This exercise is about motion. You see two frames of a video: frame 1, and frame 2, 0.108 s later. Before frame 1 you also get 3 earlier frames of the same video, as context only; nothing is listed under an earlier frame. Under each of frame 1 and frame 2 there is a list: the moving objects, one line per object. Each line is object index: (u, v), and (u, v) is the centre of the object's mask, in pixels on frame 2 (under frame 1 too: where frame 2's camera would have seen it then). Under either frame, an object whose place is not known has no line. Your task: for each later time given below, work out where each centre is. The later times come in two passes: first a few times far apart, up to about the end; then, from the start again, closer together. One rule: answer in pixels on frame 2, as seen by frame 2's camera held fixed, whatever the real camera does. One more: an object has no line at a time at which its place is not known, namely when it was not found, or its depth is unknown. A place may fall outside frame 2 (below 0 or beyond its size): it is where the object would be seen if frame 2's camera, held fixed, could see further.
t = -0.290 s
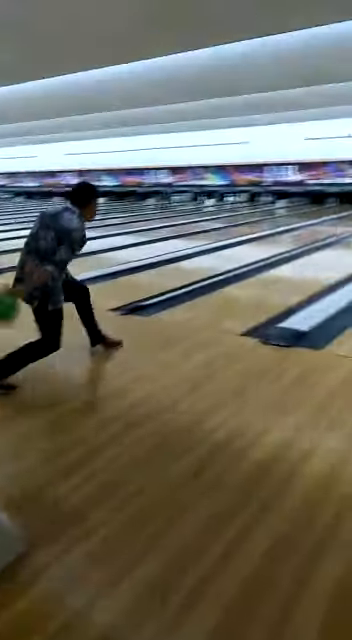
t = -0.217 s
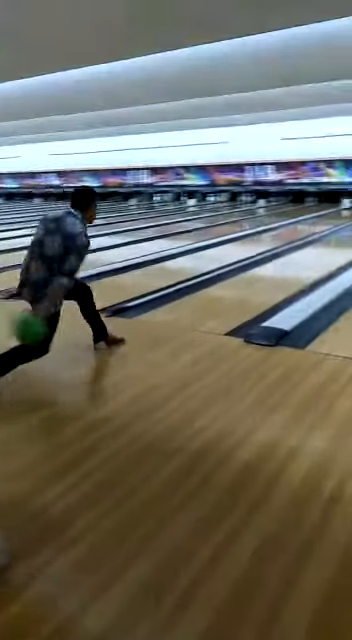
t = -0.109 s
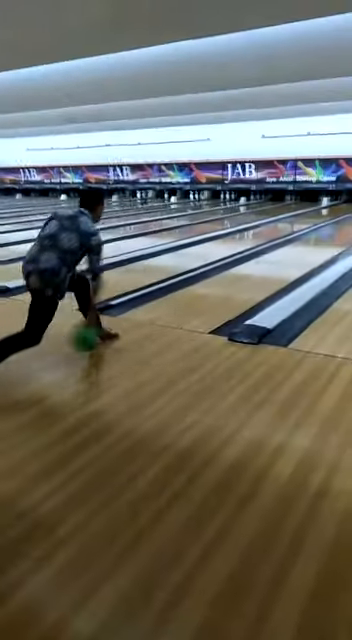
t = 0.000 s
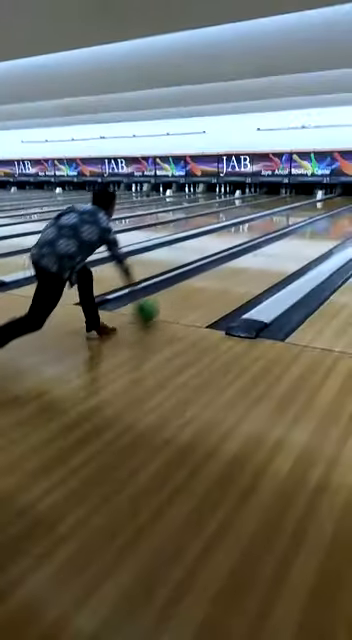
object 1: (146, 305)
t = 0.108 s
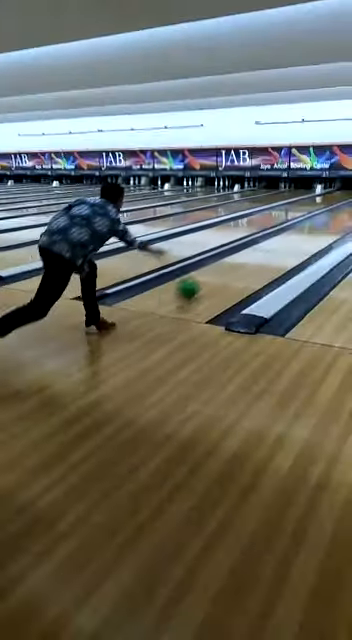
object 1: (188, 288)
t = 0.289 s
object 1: (240, 263)
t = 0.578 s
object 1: (292, 237)
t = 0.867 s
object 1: (327, 222)
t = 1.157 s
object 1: (350, 212)
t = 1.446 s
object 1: (364, 205)
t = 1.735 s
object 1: (377, 198)
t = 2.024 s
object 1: (386, 194)
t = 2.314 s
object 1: (393, 191)
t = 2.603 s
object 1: (397, 188)
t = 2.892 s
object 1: (397, 188)
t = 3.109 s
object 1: (397, 189)
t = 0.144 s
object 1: (200, 282)
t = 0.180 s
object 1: (211, 277)
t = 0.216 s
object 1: (221, 272)
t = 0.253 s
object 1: (230, 267)
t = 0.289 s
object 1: (240, 263)
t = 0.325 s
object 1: (248, 258)
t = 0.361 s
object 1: (256, 255)
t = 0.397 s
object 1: (263, 251)
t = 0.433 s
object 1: (269, 248)
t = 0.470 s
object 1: (276, 245)
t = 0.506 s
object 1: (282, 242)
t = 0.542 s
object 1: (288, 239)
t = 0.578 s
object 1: (292, 237)
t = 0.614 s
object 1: (298, 234)
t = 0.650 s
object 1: (303, 232)
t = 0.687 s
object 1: (307, 231)
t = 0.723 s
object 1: (312, 229)
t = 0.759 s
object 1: (315, 227)
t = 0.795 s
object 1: (319, 225)
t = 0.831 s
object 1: (323, 223)
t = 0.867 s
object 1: (327, 222)
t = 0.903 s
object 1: (330, 220)
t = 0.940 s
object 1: (333, 219)
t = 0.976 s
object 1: (337, 218)
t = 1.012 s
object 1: (339, 217)
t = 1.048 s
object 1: (342, 216)
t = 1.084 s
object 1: (345, 214)
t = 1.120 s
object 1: (347, 213)
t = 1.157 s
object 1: (350, 212)
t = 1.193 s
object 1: (351, 211)
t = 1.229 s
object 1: (352, 211)
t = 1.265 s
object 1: (356, 210)
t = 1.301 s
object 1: (358, 208)
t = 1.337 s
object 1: (358, 208)
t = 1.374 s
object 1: (362, 206)
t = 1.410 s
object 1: (364, 205)
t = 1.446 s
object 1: (364, 205)
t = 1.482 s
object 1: (367, 203)
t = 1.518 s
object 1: (369, 203)
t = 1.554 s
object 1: (370, 202)
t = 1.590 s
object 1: (372, 202)
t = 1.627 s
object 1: (374, 201)
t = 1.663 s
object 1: (375, 200)
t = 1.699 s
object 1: (376, 199)
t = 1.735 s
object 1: (377, 198)
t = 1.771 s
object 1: (378, 198)
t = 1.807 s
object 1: (379, 197)
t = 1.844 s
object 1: (380, 196)
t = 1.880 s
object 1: (381, 196)
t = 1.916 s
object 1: (383, 195)
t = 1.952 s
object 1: (384, 195)
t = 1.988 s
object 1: (385, 194)
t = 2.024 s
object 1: (386, 194)
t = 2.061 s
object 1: (387, 193)
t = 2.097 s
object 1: (388, 193)
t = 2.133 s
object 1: (389, 193)
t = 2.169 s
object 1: (390, 192)
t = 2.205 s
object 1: (391, 192)
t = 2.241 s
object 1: (391, 192)
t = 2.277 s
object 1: (392, 192)
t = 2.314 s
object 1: (393, 191)
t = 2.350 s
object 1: (393, 191)
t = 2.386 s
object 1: (394, 190)
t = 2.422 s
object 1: (394, 190)
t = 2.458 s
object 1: (396, 191)
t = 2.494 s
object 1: (396, 189)
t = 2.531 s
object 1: (397, 189)
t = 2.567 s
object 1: (397, 188)
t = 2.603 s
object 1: (397, 188)
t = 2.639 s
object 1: (397, 188)
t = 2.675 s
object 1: (397, 188)
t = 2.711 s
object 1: (397, 188)
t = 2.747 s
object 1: (397, 188)
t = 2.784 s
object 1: (397, 188)
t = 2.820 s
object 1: (397, 188)
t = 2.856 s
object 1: (396, 188)
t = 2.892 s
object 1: (397, 188)
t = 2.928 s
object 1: (396, 189)
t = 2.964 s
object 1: (397, 188)
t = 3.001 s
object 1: (396, 189)
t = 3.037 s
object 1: (396, 189)
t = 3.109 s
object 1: (397, 189)
